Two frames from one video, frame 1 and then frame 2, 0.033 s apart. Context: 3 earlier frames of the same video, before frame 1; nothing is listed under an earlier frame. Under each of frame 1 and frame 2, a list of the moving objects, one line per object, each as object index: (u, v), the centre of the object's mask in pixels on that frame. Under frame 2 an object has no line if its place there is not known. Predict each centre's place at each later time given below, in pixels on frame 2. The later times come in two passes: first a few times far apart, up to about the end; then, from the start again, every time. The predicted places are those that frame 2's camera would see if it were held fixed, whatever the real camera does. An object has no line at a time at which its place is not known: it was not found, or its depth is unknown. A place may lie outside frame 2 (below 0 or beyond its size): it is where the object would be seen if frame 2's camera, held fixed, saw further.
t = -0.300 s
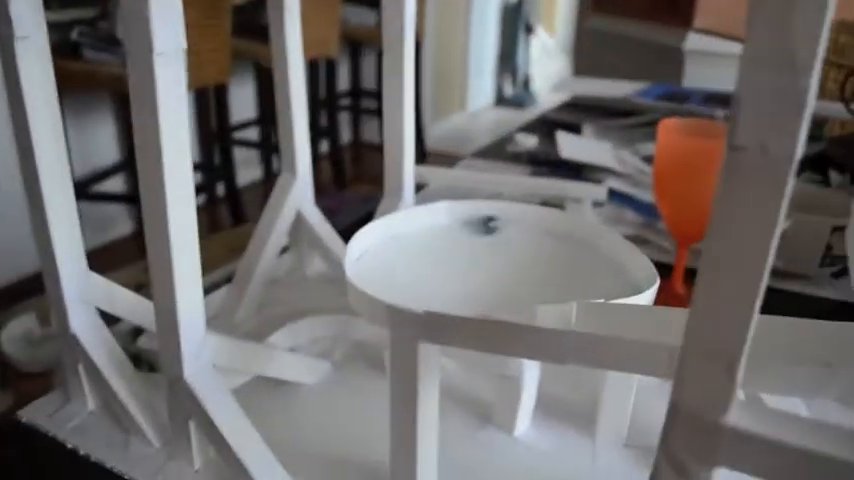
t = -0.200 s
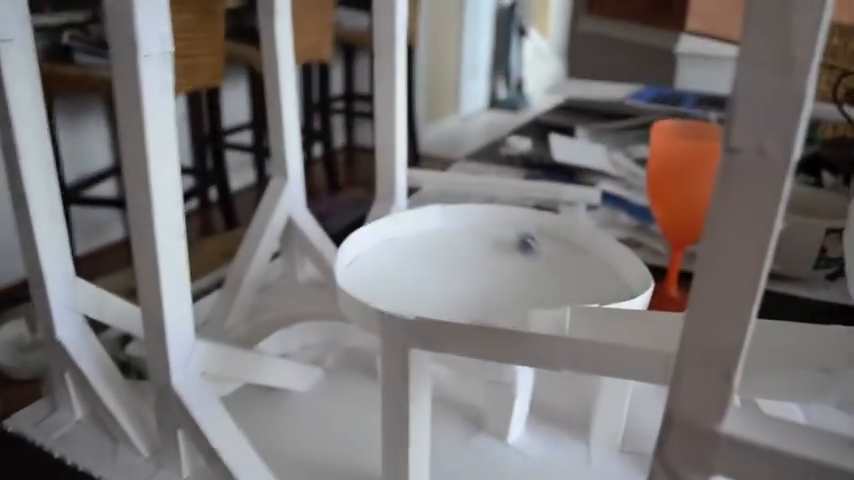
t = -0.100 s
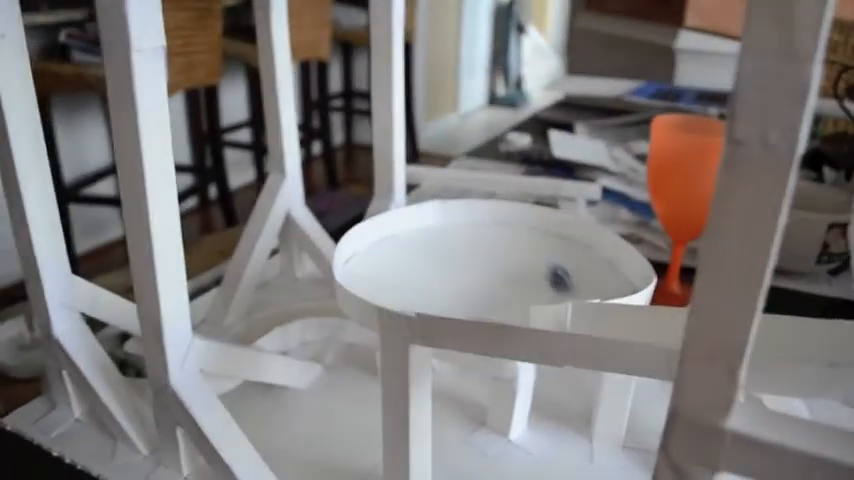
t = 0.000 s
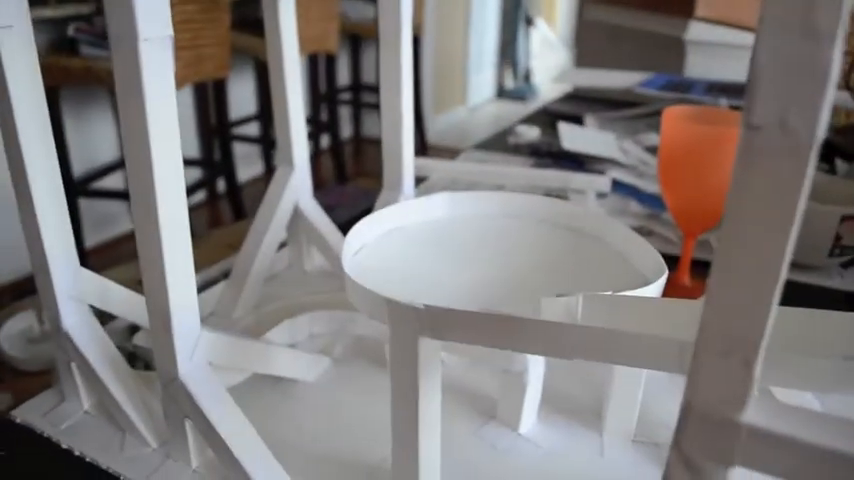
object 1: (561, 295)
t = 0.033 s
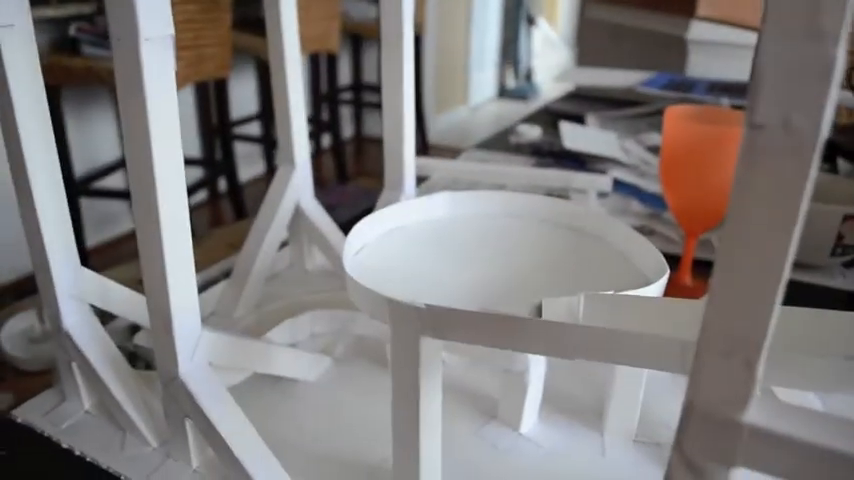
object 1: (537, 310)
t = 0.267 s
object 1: (403, 293)
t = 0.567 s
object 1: (477, 237)
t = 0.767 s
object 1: (586, 279)
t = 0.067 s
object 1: (528, 310)
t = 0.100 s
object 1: (505, 310)
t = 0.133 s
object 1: (483, 309)
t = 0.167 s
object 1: (458, 307)
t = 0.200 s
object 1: (437, 305)
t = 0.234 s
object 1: (417, 298)
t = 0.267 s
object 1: (403, 293)
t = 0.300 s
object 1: (394, 287)
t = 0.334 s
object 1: (391, 276)
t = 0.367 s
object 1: (393, 267)
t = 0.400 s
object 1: (400, 257)
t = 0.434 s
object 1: (411, 249)
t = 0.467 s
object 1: (424, 243)
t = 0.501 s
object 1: (441, 238)
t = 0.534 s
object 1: (456, 236)
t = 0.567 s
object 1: (477, 237)
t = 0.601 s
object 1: (499, 239)
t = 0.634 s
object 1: (522, 244)
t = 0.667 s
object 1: (542, 251)
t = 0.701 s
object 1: (560, 260)
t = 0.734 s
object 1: (576, 270)
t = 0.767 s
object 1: (586, 279)
